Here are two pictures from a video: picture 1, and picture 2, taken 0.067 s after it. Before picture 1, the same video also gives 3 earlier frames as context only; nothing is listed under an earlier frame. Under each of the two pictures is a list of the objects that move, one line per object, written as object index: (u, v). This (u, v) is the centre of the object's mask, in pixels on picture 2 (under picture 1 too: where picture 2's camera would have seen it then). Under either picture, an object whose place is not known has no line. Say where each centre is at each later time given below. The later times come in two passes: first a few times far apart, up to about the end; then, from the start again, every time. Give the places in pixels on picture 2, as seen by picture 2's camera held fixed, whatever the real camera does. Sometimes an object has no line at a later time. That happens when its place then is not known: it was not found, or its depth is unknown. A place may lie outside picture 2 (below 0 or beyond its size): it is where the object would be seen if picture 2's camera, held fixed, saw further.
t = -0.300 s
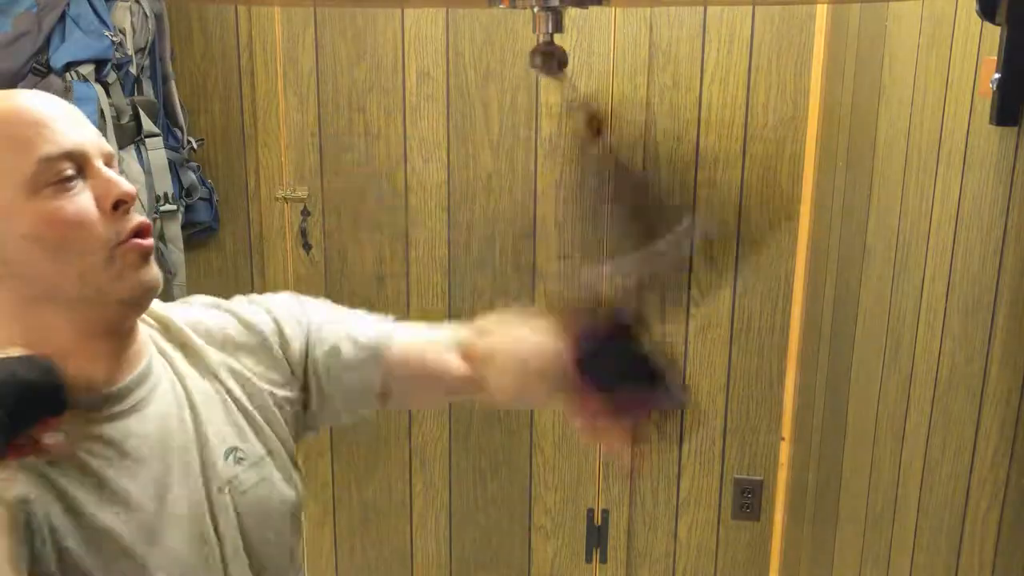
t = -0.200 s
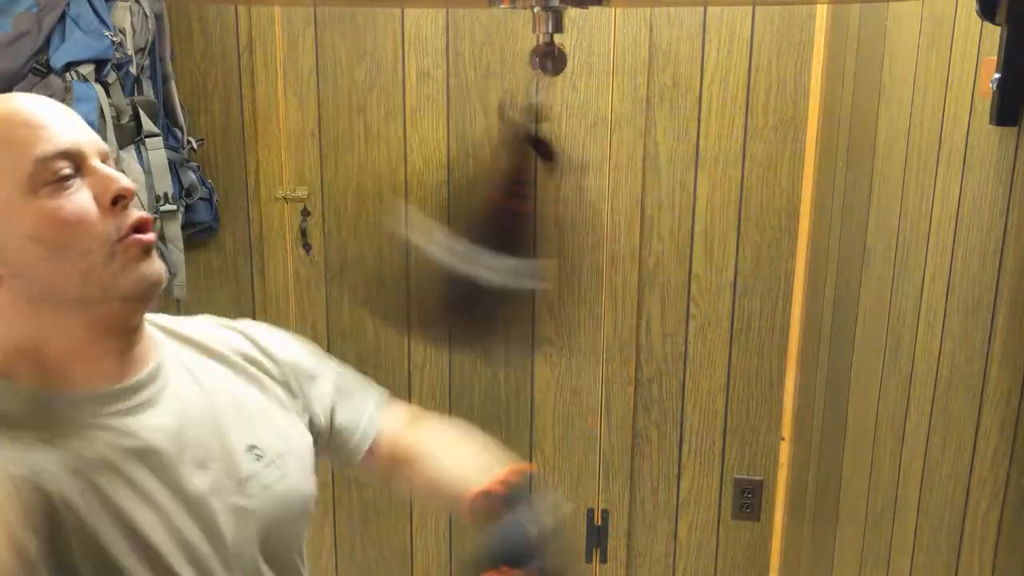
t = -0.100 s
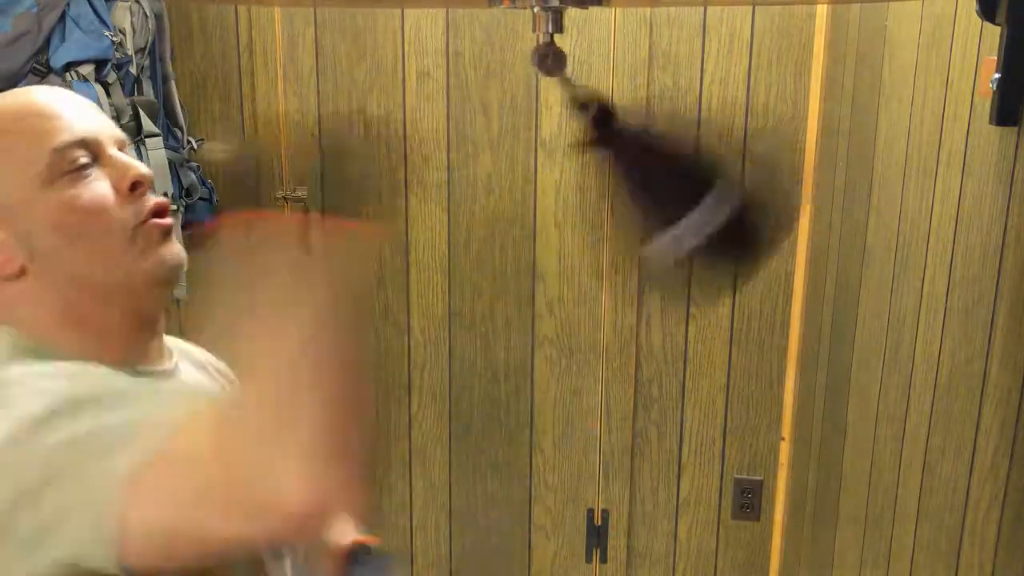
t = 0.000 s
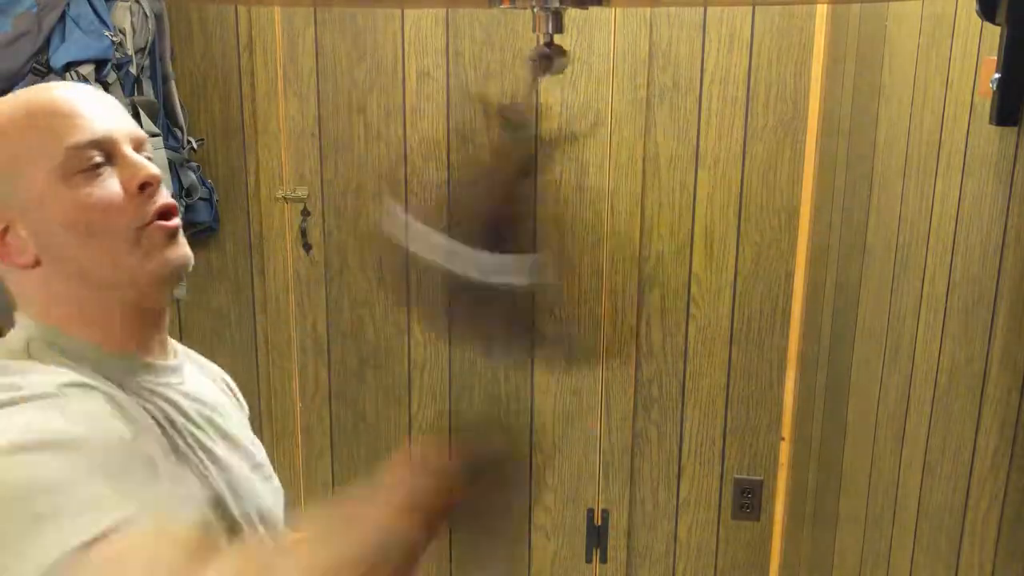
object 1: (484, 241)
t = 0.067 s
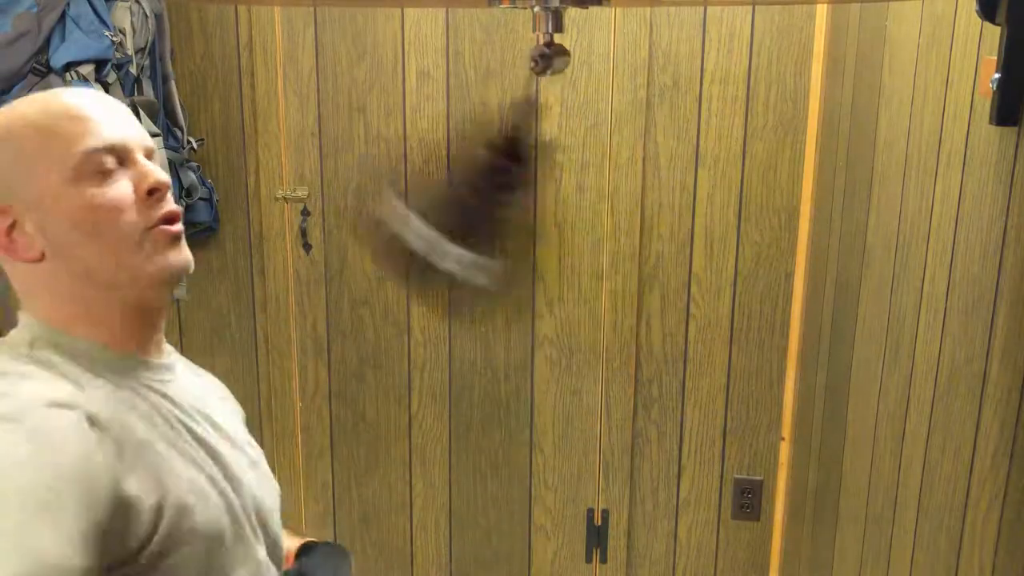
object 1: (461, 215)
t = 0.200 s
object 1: (563, 256)
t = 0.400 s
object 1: (631, 247)
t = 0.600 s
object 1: (475, 230)
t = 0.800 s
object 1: (520, 243)
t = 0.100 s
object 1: (596, 254)
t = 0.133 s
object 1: (751, 110)
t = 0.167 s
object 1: (688, 196)
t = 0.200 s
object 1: (563, 256)
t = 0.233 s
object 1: (449, 221)
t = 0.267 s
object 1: (391, 90)
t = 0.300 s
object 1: (403, 137)
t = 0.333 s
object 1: (460, 208)
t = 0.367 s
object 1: (535, 254)
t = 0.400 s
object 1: (631, 247)
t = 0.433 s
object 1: (715, 166)
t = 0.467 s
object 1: (735, 125)
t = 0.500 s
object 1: (687, 206)
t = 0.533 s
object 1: (614, 250)
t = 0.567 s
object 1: (534, 254)
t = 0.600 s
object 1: (475, 230)
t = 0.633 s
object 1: (431, 162)
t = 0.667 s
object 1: (408, 87)
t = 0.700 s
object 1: (418, 114)
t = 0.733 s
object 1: (441, 166)
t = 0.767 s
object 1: (474, 212)
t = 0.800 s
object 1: (520, 243)
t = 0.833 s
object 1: (573, 258)
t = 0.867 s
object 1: (632, 243)
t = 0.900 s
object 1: (686, 198)
